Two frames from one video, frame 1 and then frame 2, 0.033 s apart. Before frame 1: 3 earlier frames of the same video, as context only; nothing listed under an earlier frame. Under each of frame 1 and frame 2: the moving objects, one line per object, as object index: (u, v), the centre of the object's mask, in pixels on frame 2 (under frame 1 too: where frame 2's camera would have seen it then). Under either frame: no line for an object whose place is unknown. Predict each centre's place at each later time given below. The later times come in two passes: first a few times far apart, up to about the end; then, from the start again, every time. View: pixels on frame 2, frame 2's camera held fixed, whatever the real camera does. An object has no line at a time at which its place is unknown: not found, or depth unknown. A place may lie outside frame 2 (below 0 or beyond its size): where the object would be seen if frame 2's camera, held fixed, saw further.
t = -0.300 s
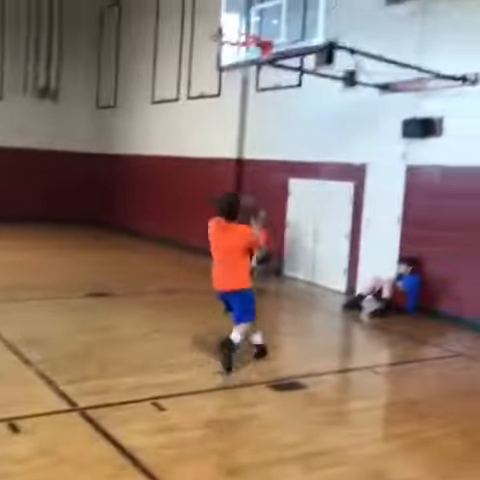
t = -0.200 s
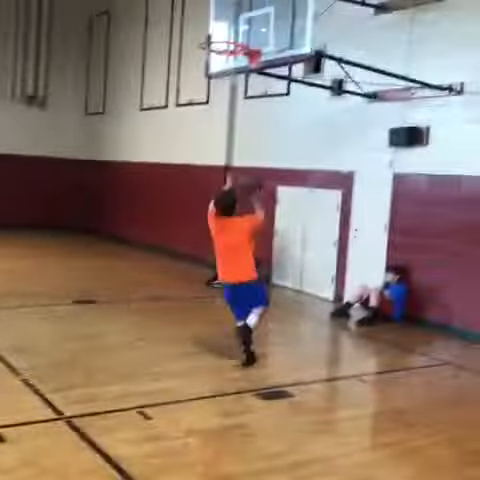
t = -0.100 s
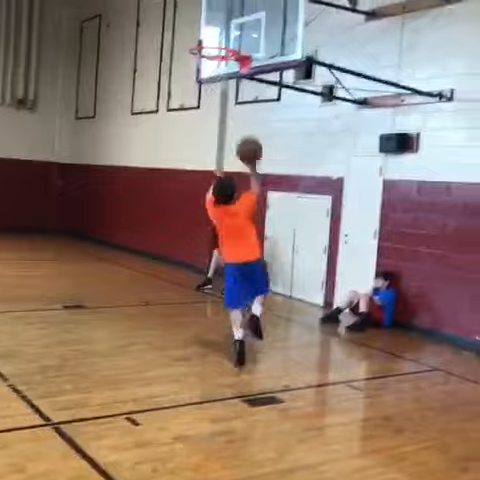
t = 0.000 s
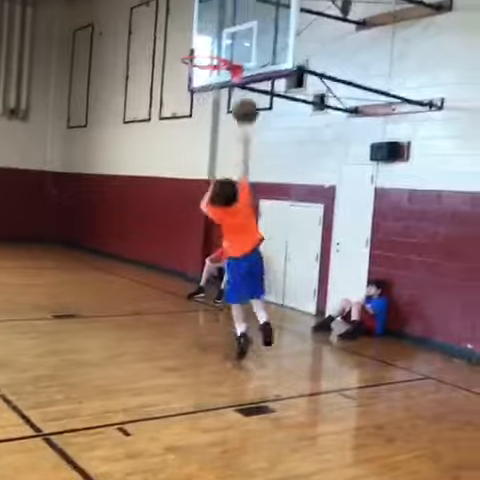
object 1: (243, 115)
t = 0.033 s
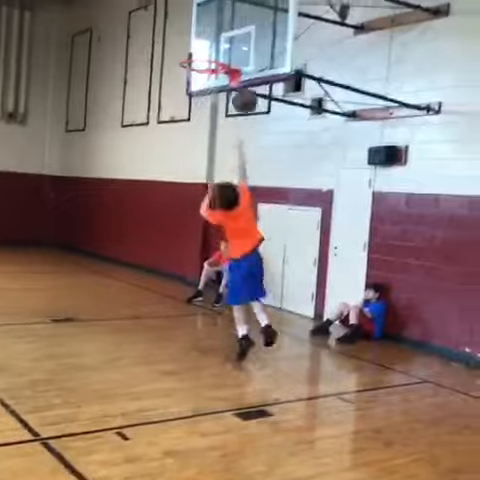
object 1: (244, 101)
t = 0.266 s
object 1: (249, 36)
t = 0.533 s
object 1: (216, 40)
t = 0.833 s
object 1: (181, 78)
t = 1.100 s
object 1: (192, 90)
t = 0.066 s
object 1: (246, 88)
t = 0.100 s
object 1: (248, 76)
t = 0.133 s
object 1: (248, 64)
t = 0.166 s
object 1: (248, 55)
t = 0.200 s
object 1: (248, 48)
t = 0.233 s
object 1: (248, 41)
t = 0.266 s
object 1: (249, 36)
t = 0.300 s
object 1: (247, 33)
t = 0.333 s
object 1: (242, 30)
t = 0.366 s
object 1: (238, 30)
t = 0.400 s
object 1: (234, 30)
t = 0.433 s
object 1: (230, 30)
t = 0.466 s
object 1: (225, 32)
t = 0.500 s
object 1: (220, 36)
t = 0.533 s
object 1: (216, 40)
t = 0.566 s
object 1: (211, 45)
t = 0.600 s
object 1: (207, 52)
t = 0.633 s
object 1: (200, 61)
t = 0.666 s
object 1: (197, 70)
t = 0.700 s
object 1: (190, 79)
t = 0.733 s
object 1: (187, 86)
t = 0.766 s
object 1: (184, 84)
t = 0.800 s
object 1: (183, 80)
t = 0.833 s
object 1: (181, 78)
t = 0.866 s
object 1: (180, 77)
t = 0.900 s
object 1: (180, 78)
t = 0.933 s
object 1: (180, 79)
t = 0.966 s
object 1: (181, 81)
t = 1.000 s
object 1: (183, 83)
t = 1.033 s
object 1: (185, 87)
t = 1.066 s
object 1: (189, 89)
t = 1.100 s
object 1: (192, 90)
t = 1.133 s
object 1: (196, 92)
